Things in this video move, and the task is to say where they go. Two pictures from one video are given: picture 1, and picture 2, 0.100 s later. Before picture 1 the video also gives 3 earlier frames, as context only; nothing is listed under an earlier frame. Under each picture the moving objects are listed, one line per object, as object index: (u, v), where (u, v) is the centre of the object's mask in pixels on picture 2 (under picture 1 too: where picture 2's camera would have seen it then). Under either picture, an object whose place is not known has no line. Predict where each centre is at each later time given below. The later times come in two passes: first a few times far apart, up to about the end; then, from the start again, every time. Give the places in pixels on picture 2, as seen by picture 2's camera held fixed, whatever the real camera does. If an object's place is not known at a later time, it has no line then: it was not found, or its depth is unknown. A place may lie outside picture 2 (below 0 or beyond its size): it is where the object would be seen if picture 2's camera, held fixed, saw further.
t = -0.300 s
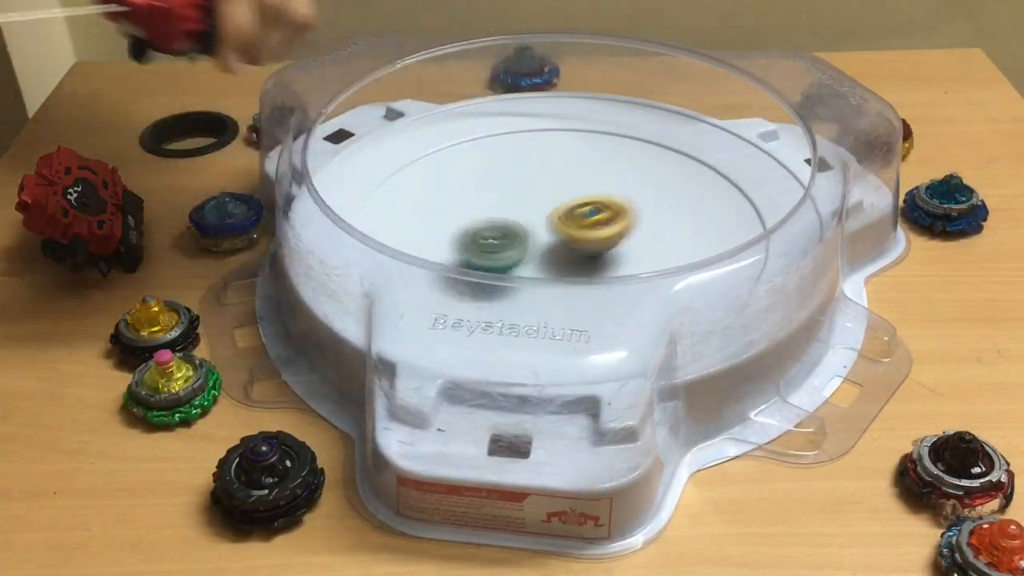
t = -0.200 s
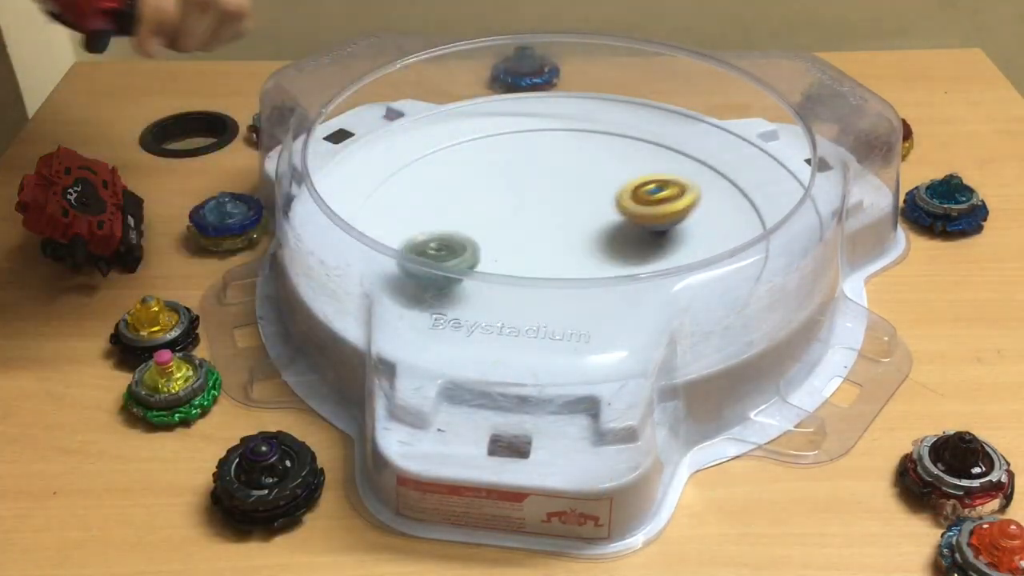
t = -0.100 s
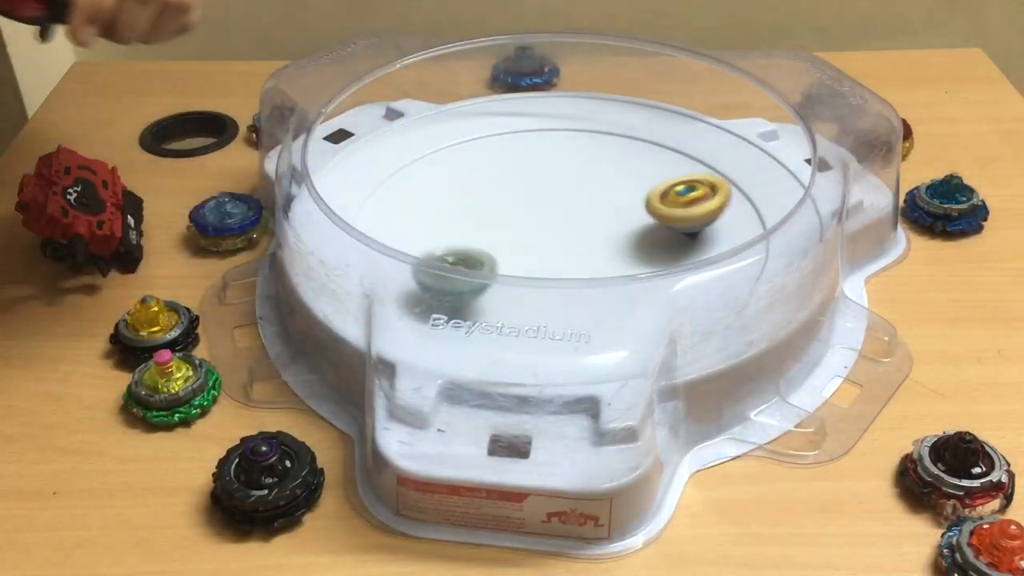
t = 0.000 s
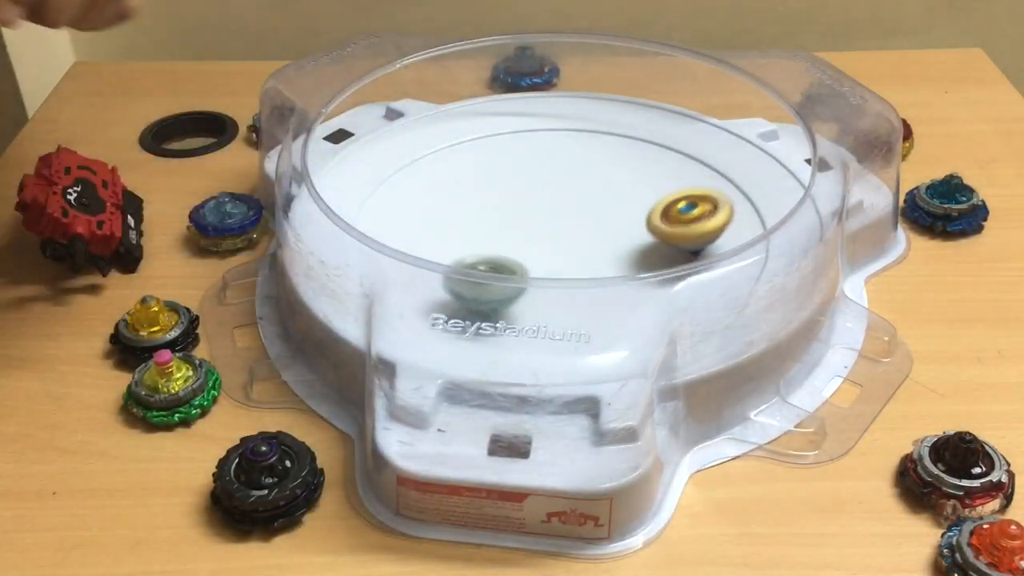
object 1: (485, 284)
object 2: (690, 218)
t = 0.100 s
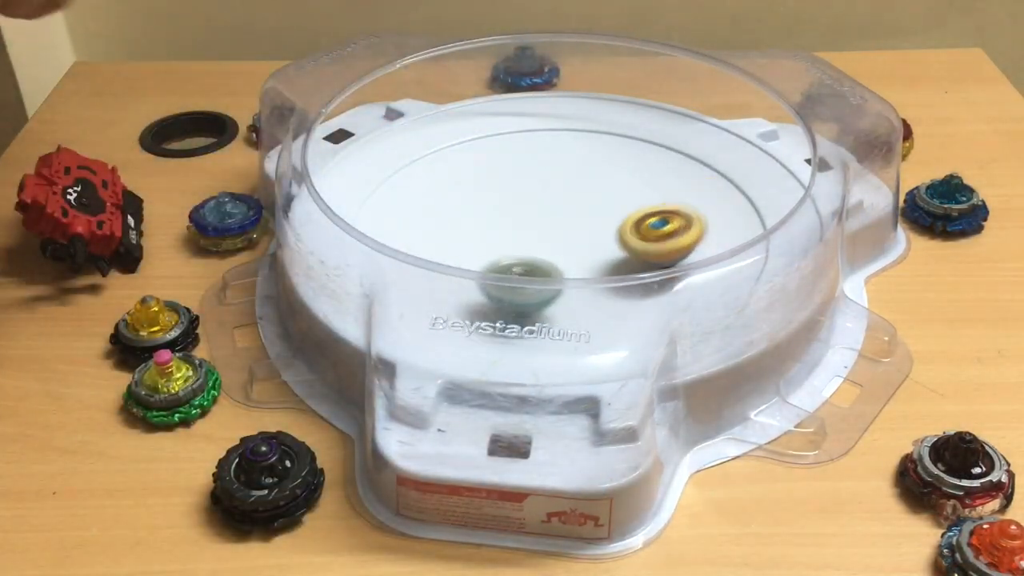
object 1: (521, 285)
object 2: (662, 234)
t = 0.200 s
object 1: (543, 279)
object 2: (622, 236)
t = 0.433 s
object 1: (548, 281)
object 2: (604, 166)
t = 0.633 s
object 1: (550, 263)
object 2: (633, 153)
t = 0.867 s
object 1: (542, 251)
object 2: (606, 184)
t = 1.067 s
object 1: (516, 247)
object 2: (540, 190)
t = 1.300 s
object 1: (509, 242)
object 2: (505, 185)
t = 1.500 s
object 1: (540, 269)
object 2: (505, 163)
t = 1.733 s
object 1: (575, 271)
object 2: (522, 184)
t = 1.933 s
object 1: (595, 255)
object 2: (513, 224)
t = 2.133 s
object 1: (600, 242)
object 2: (489, 243)
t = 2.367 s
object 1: (585, 219)
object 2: (500, 247)
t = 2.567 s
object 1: (568, 205)
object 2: (531, 246)
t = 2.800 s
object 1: (551, 192)
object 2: (571, 251)
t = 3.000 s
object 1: (540, 190)
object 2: (588, 248)
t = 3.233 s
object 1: (534, 200)
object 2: (594, 237)
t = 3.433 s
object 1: (495, 186)
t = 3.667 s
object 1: (484, 196)
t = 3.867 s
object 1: (489, 209)
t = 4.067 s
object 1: (480, 216)
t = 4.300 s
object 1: (481, 227)
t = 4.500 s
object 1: (478, 237)
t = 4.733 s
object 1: (480, 244)
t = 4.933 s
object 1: (491, 248)
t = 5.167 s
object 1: (503, 252)
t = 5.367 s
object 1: (509, 256)
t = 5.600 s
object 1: (522, 258)
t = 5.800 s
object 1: (538, 256)
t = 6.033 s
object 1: (549, 254)
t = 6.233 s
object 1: (561, 254)
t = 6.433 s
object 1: (573, 254)
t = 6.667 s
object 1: (585, 253)
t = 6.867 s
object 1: (587, 250)
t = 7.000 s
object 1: (592, 249)
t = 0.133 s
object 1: (530, 283)
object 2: (650, 236)
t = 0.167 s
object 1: (538, 281)
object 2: (637, 237)
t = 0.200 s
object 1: (543, 279)
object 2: (622, 236)
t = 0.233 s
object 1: (550, 276)
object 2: (609, 233)
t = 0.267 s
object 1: (556, 274)
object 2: (599, 226)
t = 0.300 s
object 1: (546, 280)
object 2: (598, 212)
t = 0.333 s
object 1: (541, 282)
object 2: (596, 198)
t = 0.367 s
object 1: (541, 282)
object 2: (597, 187)
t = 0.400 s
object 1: (544, 281)
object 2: (599, 177)
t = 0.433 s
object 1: (548, 281)
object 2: (604, 166)
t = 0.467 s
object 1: (550, 280)
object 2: (609, 159)
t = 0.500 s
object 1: (551, 280)
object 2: (615, 153)
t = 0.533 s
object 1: (551, 279)
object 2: (621, 149)
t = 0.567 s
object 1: (551, 277)
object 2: (626, 147)
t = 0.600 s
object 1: (550, 276)
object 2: (630, 149)
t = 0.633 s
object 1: (550, 263)
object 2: (633, 153)
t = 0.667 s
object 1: (549, 262)
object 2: (633, 157)
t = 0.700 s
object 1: (548, 260)
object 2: (633, 161)
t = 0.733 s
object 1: (547, 259)
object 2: (632, 165)
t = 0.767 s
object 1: (546, 257)
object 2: (629, 170)
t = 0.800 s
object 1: (545, 255)
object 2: (623, 174)
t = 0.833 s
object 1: (543, 254)
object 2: (615, 180)
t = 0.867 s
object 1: (542, 251)
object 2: (606, 184)
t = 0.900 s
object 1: (541, 249)
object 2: (594, 189)
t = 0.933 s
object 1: (539, 246)
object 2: (579, 193)
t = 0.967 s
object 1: (535, 244)
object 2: (566, 193)
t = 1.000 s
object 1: (525, 247)
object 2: (555, 193)
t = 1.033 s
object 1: (519, 248)
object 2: (547, 191)
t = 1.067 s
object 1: (516, 247)
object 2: (540, 190)
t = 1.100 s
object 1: (514, 246)
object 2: (533, 188)
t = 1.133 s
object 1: (513, 246)
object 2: (526, 188)
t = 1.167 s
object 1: (512, 245)
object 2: (521, 187)
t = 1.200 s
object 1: (511, 244)
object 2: (517, 187)
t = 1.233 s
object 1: (511, 243)
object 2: (513, 187)
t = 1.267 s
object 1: (510, 242)
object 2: (509, 186)
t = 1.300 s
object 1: (509, 242)
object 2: (505, 185)
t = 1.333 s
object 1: (512, 252)
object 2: (500, 176)
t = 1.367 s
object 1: (517, 258)
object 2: (497, 169)
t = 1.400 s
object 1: (521, 263)
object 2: (497, 165)
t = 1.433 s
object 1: (528, 260)
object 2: (500, 163)
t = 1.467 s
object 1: (534, 261)
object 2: (502, 163)
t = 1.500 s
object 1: (540, 269)
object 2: (505, 163)
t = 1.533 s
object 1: (545, 272)
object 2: (507, 164)
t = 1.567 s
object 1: (551, 272)
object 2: (510, 165)
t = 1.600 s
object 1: (556, 272)
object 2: (512, 167)
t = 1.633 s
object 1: (561, 273)
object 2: (515, 170)
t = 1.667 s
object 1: (565, 272)
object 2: (518, 174)
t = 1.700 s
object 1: (570, 272)
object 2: (521, 178)
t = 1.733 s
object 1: (575, 271)
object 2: (522, 184)
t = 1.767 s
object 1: (580, 269)
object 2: (521, 190)
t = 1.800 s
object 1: (584, 267)
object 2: (521, 197)
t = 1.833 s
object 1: (587, 265)
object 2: (520, 203)
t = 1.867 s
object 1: (590, 263)
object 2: (518, 210)
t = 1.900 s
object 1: (592, 256)
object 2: (516, 217)
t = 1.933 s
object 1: (595, 255)
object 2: (513, 224)
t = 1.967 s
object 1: (597, 253)
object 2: (509, 229)
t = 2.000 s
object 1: (600, 251)
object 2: (504, 234)
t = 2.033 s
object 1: (601, 249)
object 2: (499, 238)
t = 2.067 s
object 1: (601, 247)
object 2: (495, 240)
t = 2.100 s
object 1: (601, 244)
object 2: (491, 242)
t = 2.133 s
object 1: (600, 242)
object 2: (489, 243)
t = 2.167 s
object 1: (599, 239)
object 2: (489, 244)
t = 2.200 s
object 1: (598, 235)
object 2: (490, 245)
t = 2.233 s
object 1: (596, 231)
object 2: (491, 245)
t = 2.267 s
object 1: (594, 228)
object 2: (494, 246)
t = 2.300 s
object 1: (591, 224)
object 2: (496, 247)
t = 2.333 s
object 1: (588, 222)
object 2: (498, 247)
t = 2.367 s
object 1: (585, 219)
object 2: (500, 247)
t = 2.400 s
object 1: (582, 216)
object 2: (502, 247)
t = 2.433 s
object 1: (579, 214)
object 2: (505, 247)
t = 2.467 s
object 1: (576, 212)
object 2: (510, 247)
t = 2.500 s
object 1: (573, 210)
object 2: (515, 246)
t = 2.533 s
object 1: (570, 208)
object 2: (523, 246)
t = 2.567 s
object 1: (568, 205)
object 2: (531, 246)
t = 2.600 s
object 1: (565, 203)
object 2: (541, 248)
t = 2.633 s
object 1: (564, 200)
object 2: (546, 250)
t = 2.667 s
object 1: (561, 198)
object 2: (552, 251)
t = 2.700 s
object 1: (558, 196)
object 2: (557, 251)
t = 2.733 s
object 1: (556, 194)
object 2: (562, 252)
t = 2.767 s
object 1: (553, 193)
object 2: (567, 252)
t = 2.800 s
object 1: (551, 192)
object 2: (571, 251)
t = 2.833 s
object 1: (549, 191)
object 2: (575, 251)
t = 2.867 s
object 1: (547, 191)
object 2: (578, 251)
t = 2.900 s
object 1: (545, 190)
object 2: (581, 250)
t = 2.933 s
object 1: (544, 190)
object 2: (583, 250)
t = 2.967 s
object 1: (542, 189)
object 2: (586, 249)
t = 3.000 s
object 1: (540, 190)
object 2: (588, 248)
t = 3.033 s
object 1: (538, 190)
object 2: (589, 247)
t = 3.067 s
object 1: (537, 191)
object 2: (590, 246)
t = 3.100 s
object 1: (536, 192)
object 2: (591, 245)
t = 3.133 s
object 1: (535, 193)
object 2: (593, 243)
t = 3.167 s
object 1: (534, 195)
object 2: (593, 242)
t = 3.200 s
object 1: (534, 197)
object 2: (593, 240)
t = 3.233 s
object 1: (534, 200)
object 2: (594, 237)
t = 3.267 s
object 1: (534, 201)
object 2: (594, 234)
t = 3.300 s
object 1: (525, 197)
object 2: (603, 236)
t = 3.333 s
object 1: (511, 188)
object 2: (616, 239)
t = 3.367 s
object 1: (503, 185)
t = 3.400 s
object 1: (498, 185)
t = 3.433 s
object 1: (495, 186)
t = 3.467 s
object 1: (492, 187)
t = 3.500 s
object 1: (489, 189)
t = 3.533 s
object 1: (489, 191)
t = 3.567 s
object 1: (488, 192)
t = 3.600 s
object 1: (486, 194)
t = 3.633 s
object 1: (485, 195)
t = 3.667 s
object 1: (484, 196)
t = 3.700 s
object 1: (484, 198)
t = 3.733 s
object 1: (484, 201)
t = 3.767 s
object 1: (484, 203)
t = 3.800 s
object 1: (485, 204)
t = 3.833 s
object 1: (487, 207)
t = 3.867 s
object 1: (489, 209)
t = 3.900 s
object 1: (492, 212)
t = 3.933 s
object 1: (494, 214)
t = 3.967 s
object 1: (494, 215)
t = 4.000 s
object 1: (484, 215)
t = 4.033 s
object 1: (481, 215)
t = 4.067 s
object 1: (480, 216)
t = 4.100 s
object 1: (480, 218)
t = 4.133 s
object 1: (479, 219)
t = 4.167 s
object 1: (479, 221)
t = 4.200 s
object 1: (479, 222)
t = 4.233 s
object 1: (480, 224)
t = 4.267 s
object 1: (480, 226)
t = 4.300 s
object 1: (481, 227)
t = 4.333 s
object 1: (483, 229)
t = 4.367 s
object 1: (485, 231)
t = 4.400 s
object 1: (487, 232)
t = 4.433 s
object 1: (490, 234)
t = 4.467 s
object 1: (486, 236)
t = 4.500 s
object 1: (478, 237)
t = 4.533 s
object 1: (476, 238)
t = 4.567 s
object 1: (476, 239)
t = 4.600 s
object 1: (477, 240)
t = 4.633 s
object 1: (477, 241)
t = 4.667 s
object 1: (478, 242)
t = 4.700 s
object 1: (479, 243)
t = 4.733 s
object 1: (480, 244)
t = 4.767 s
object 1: (481, 245)
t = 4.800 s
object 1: (482, 245)
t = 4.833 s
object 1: (484, 246)
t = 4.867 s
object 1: (486, 247)
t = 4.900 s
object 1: (489, 247)
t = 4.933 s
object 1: (491, 248)
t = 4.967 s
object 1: (491, 248)
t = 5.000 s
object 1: (490, 249)
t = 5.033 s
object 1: (492, 250)
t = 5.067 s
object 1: (495, 250)
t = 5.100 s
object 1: (498, 251)
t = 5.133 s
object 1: (500, 251)
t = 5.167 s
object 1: (503, 252)
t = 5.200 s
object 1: (508, 252)
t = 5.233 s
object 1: (511, 252)
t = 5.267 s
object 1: (515, 253)
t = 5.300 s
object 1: (516, 254)
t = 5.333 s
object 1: (509, 256)
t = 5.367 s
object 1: (509, 256)
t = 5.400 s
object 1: (511, 256)
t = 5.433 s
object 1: (512, 257)
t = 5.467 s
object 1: (514, 257)
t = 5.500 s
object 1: (516, 258)
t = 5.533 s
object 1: (517, 258)
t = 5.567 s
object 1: (520, 258)
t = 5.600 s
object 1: (522, 258)
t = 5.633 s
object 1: (524, 258)
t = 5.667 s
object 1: (527, 258)
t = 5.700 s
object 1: (530, 258)
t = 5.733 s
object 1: (533, 257)
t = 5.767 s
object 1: (536, 257)
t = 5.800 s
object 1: (538, 256)
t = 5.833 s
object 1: (541, 256)
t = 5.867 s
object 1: (544, 255)
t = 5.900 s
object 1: (545, 255)
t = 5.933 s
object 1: (546, 255)
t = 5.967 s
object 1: (547, 255)
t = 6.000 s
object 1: (548, 255)
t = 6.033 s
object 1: (549, 254)
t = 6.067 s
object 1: (552, 254)
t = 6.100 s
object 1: (553, 254)
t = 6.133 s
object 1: (554, 255)
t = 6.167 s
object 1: (557, 255)
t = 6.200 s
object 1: (559, 254)
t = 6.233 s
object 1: (561, 254)
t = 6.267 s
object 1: (564, 254)
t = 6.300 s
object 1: (566, 254)
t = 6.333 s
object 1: (567, 253)
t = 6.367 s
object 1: (569, 253)
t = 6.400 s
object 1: (570, 253)
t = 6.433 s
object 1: (573, 254)
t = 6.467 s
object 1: (575, 254)
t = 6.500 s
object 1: (577, 254)
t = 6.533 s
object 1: (579, 254)
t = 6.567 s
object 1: (581, 254)
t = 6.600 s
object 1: (582, 254)
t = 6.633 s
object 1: (584, 253)
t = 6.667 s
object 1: (585, 253)
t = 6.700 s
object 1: (586, 252)
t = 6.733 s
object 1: (587, 252)
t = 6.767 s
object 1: (587, 251)
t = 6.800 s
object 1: (587, 251)
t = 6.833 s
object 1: (587, 250)
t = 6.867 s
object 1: (587, 250)
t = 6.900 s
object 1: (588, 250)
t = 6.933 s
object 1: (589, 250)
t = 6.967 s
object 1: (590, 249)
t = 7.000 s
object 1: (592, 249)
